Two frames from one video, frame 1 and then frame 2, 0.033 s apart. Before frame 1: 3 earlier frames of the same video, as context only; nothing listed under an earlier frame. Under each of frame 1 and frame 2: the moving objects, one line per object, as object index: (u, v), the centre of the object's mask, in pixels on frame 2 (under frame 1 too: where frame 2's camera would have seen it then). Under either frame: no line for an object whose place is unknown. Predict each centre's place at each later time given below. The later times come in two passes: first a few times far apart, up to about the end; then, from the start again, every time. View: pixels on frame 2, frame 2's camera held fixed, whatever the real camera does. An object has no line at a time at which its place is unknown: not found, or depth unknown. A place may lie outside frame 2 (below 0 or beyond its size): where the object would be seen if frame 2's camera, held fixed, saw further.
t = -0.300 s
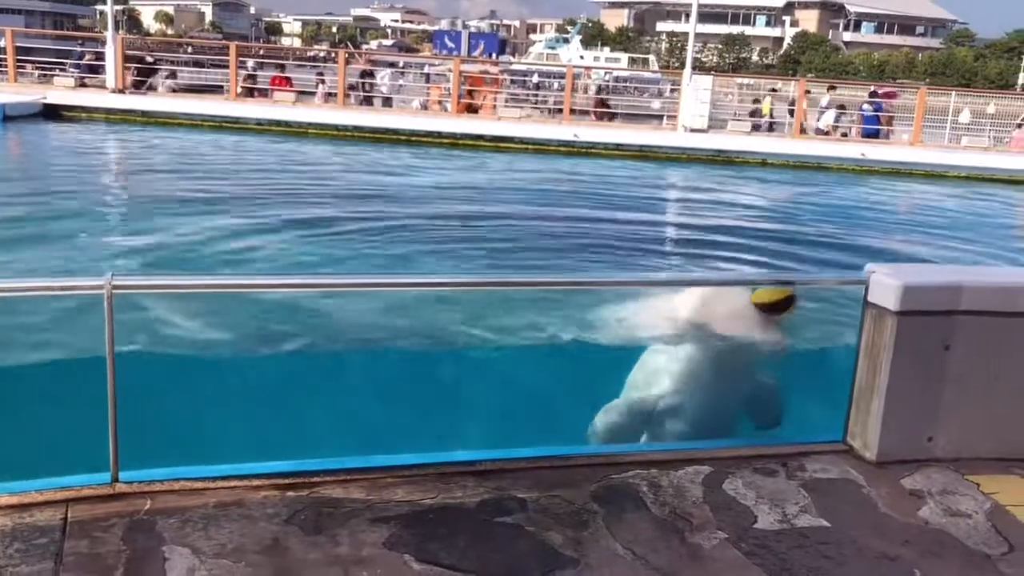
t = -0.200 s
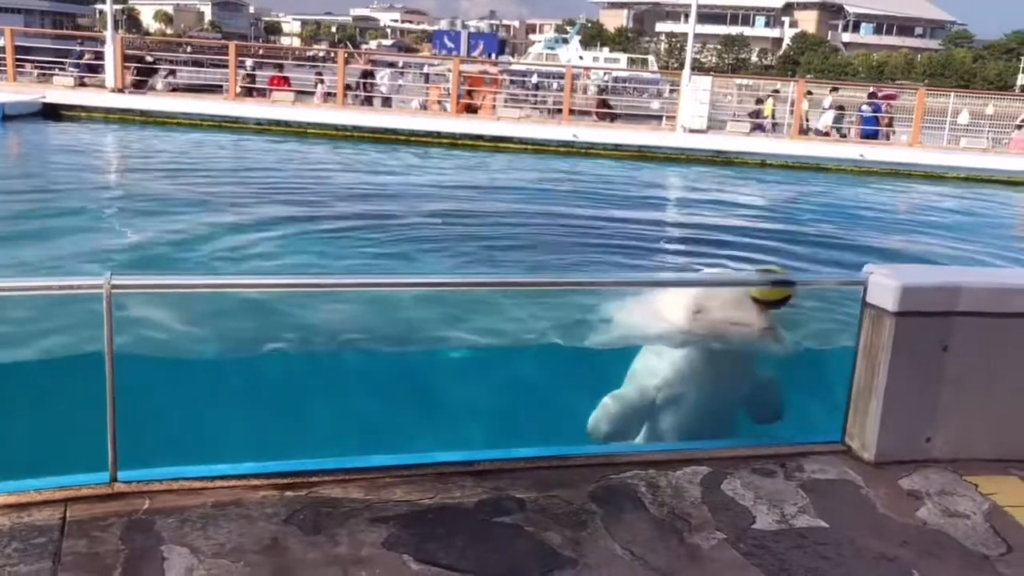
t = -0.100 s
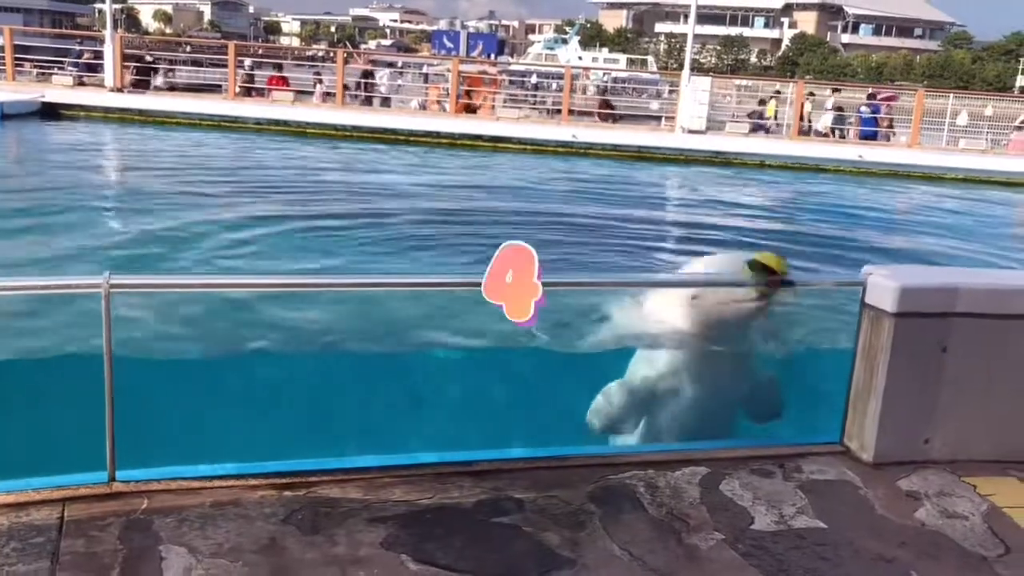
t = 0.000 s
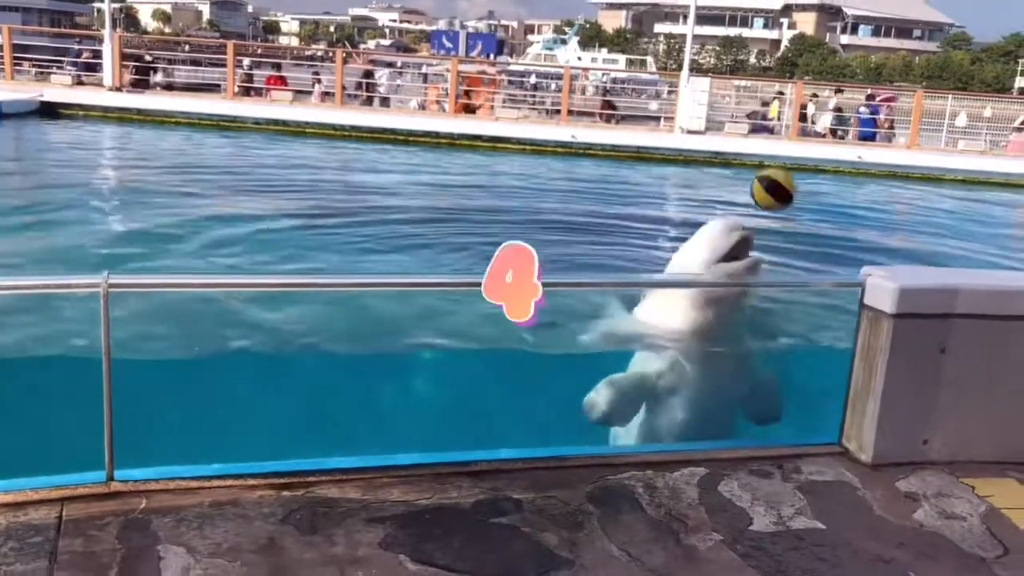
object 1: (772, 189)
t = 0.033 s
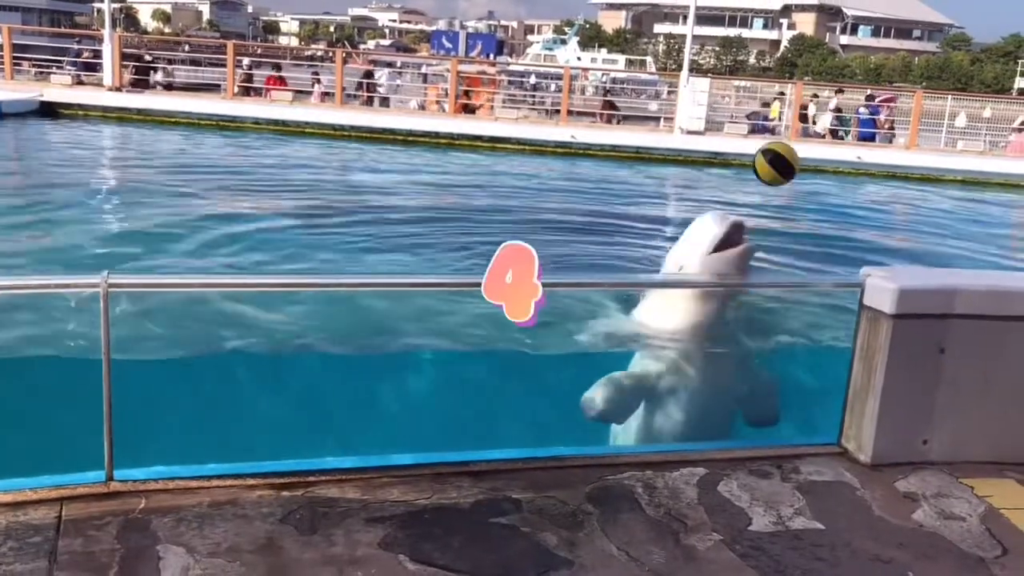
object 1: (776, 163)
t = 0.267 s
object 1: (786, 43)
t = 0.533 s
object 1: (780, 40)
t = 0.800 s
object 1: (756, 177)
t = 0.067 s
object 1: (778, 140)
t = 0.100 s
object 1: (781, 118)
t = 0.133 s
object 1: (782, 99)
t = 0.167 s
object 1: (783, 81)
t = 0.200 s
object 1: (784, 66)
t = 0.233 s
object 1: (785, 53)
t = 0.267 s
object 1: (786, 43)
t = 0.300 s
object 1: (786, 33)
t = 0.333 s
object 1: (786, 27)
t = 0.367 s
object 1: (786, 24)
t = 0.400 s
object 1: (785, 23)
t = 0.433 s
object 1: (785, 24)
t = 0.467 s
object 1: (784, 26)
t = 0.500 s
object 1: (782, 31)
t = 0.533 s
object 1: (780, 40)
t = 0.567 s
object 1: (777, 51)
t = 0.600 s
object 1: (774, 62)
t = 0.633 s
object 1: (772, 76)
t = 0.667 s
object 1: (770, 92)
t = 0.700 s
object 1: (766, 112)
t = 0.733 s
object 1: (763, 132)
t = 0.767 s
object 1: (760, 153)
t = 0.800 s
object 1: (756, 177)
